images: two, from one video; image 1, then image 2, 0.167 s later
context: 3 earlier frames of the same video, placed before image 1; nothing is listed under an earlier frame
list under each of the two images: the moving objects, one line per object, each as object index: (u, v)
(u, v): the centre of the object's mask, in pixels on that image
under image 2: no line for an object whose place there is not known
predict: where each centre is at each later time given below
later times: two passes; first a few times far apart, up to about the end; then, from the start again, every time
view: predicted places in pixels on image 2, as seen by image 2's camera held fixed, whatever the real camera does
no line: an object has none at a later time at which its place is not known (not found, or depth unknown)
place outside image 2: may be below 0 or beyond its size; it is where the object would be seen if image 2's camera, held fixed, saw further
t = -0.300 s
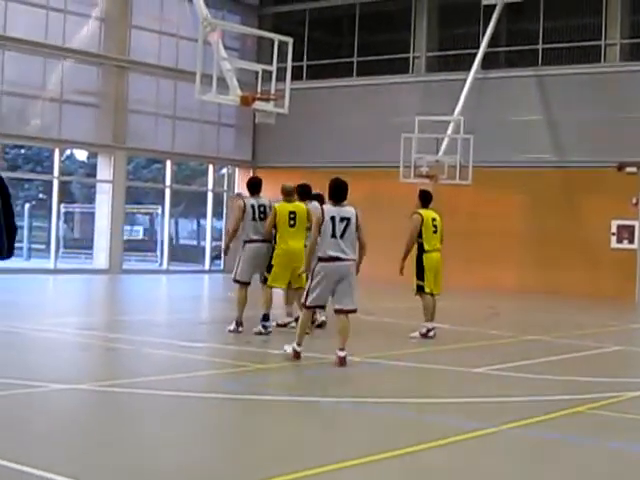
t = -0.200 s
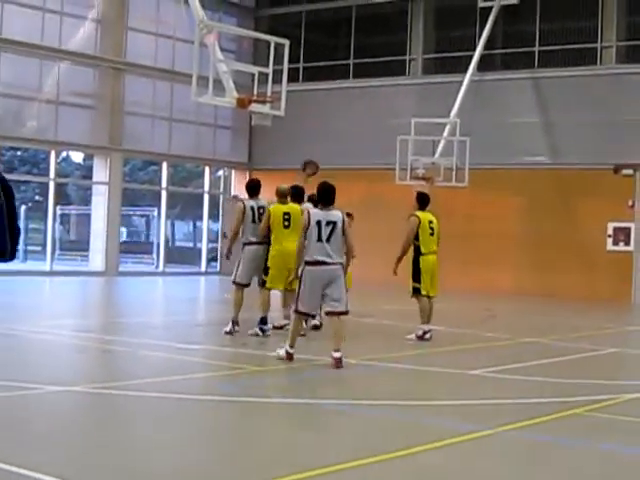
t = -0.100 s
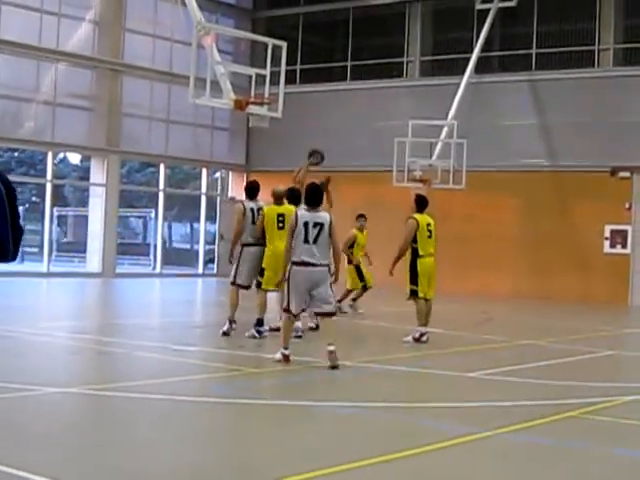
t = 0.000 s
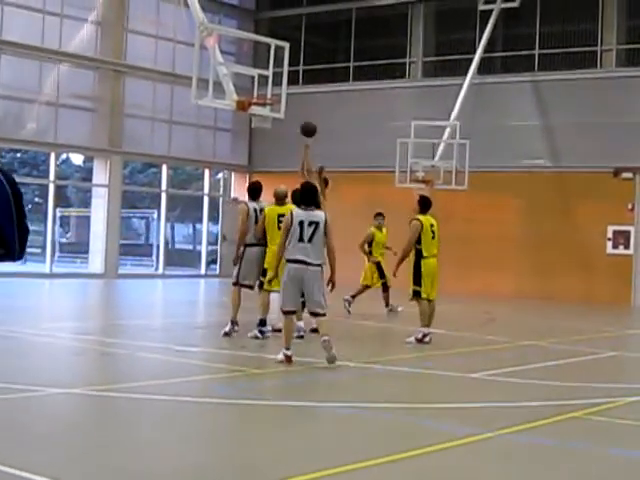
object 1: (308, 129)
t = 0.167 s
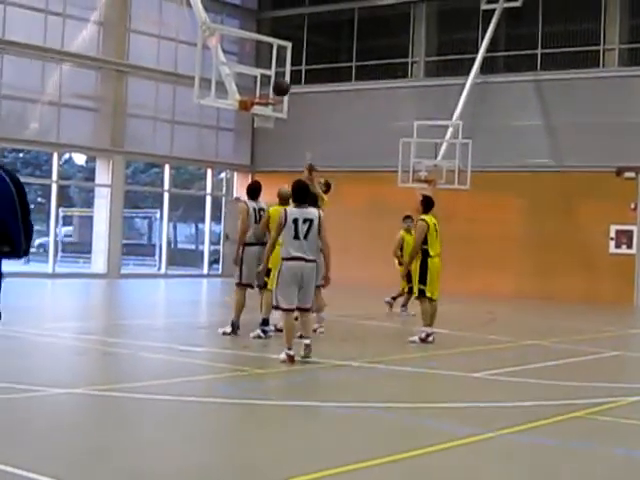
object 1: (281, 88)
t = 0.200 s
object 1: (274, 82)
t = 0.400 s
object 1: (269, 80)
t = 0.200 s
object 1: (274, 82)
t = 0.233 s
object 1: (273, 81)
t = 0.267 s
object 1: (273, 79)
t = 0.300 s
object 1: (273, 78)
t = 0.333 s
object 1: (273, 78)
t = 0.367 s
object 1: (272, 79)
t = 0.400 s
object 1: (269, 80)
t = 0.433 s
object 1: (269, 83)
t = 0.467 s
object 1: (268, 84)
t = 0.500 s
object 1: (267, 88)
